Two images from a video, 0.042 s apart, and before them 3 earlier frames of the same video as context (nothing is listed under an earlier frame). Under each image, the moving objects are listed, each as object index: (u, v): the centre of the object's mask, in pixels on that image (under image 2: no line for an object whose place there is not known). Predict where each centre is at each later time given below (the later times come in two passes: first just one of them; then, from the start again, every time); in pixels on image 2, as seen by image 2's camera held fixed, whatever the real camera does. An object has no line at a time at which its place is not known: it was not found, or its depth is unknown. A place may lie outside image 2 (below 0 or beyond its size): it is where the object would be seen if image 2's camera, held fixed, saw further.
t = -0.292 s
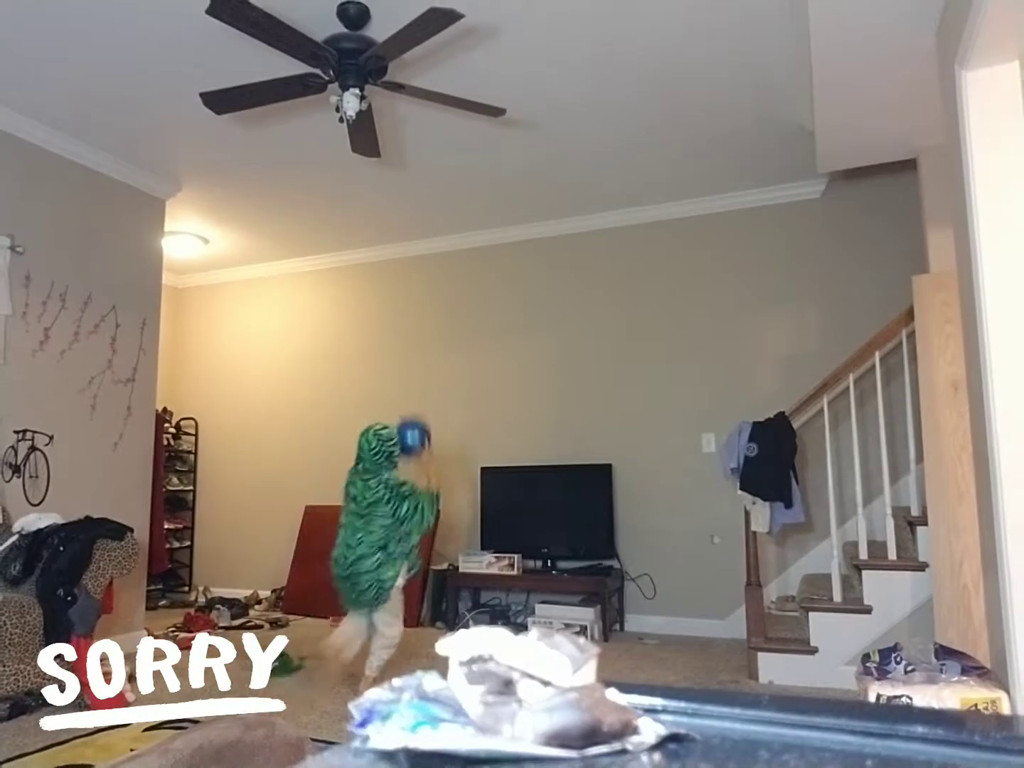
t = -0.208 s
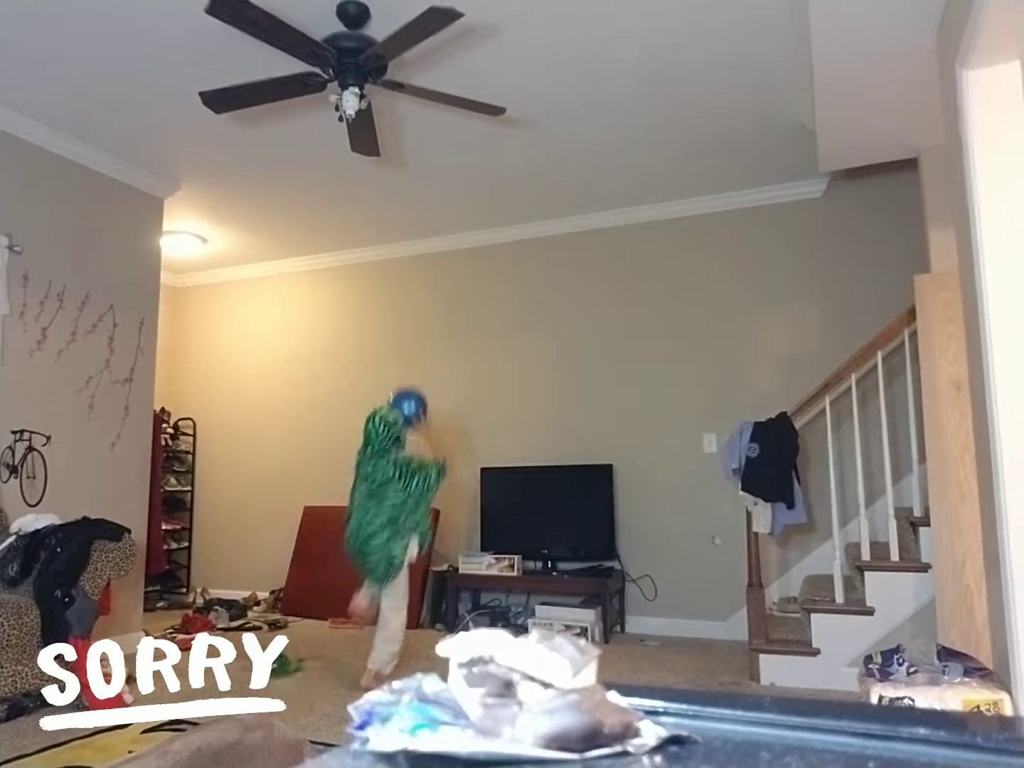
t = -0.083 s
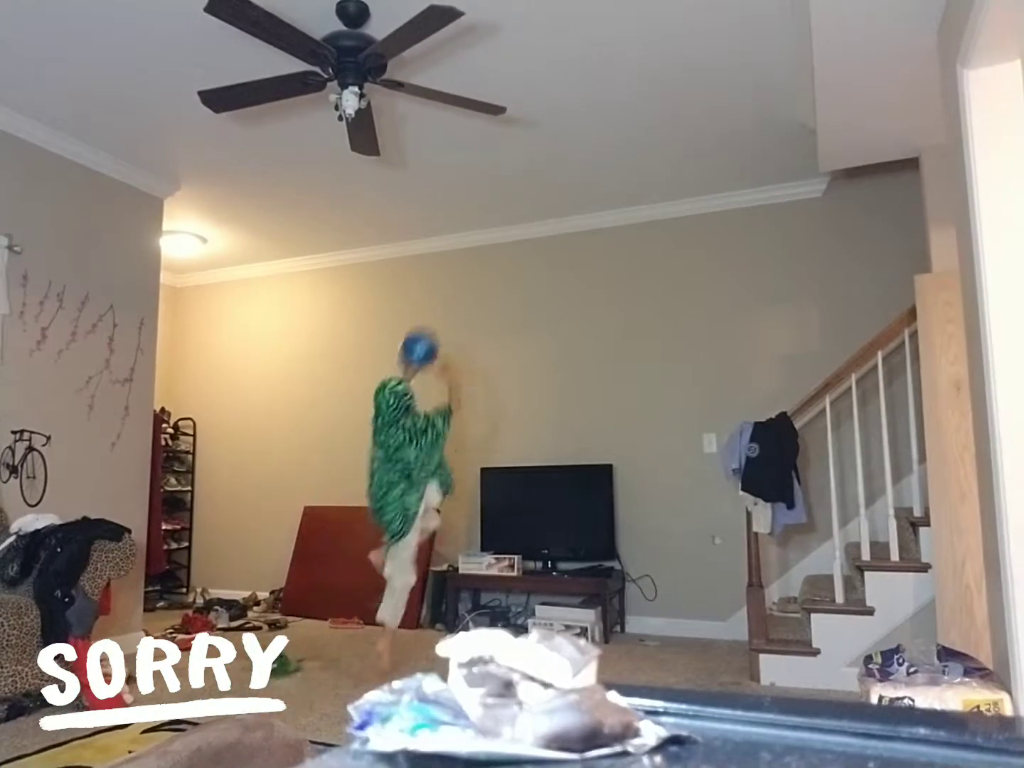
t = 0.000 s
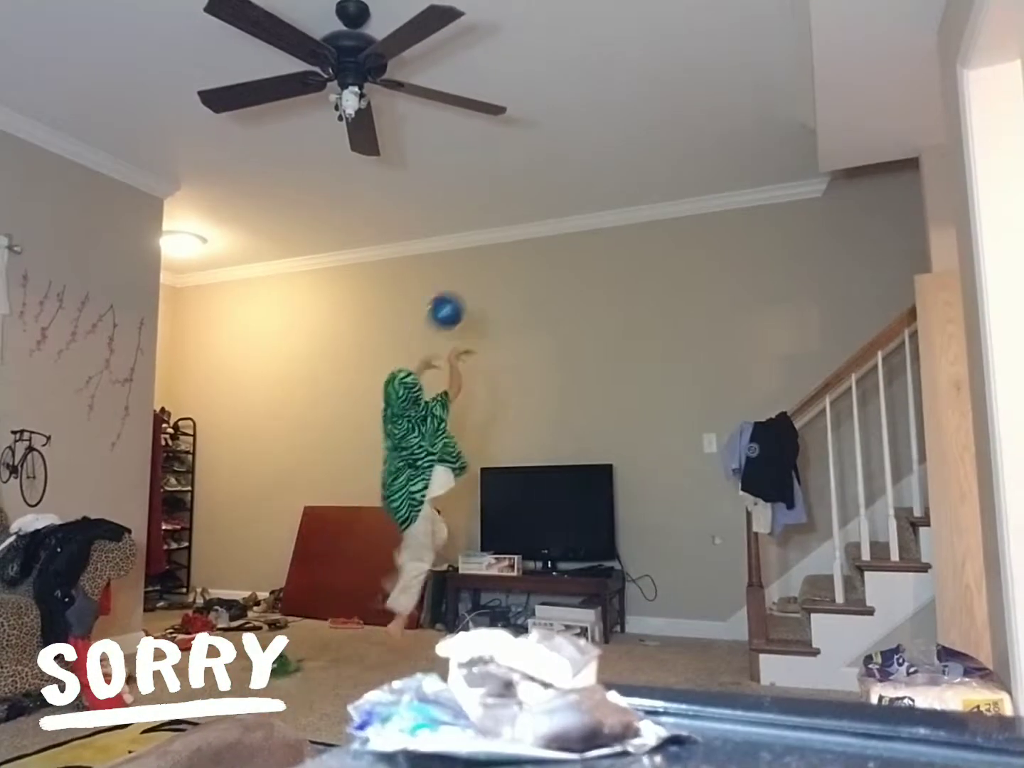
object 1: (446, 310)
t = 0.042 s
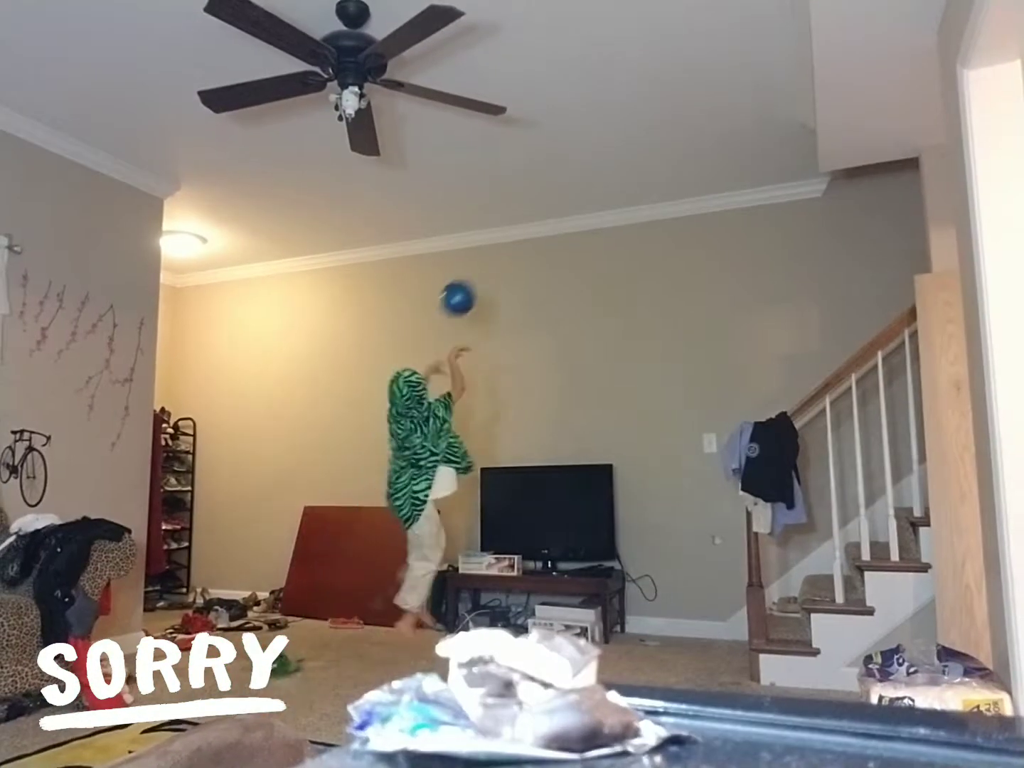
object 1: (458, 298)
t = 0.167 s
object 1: (487, 281)
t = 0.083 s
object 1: (469, 289)
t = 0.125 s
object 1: (478, 283)
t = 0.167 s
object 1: (487, 281)
